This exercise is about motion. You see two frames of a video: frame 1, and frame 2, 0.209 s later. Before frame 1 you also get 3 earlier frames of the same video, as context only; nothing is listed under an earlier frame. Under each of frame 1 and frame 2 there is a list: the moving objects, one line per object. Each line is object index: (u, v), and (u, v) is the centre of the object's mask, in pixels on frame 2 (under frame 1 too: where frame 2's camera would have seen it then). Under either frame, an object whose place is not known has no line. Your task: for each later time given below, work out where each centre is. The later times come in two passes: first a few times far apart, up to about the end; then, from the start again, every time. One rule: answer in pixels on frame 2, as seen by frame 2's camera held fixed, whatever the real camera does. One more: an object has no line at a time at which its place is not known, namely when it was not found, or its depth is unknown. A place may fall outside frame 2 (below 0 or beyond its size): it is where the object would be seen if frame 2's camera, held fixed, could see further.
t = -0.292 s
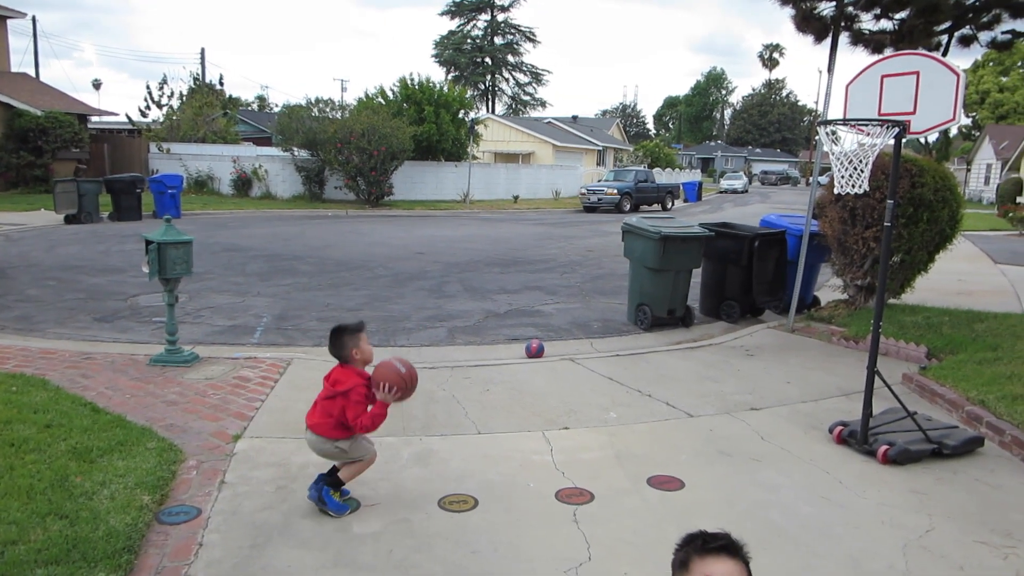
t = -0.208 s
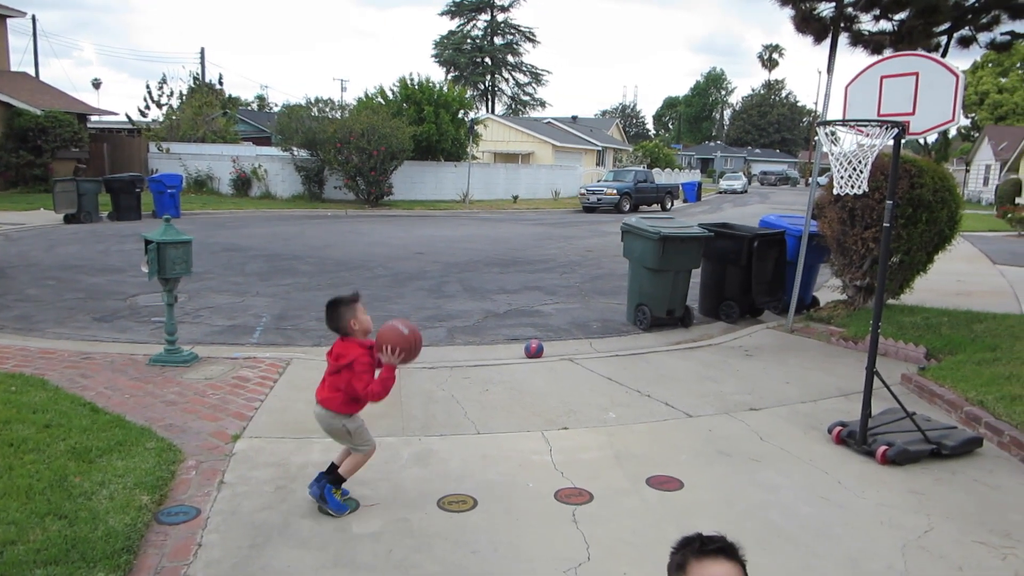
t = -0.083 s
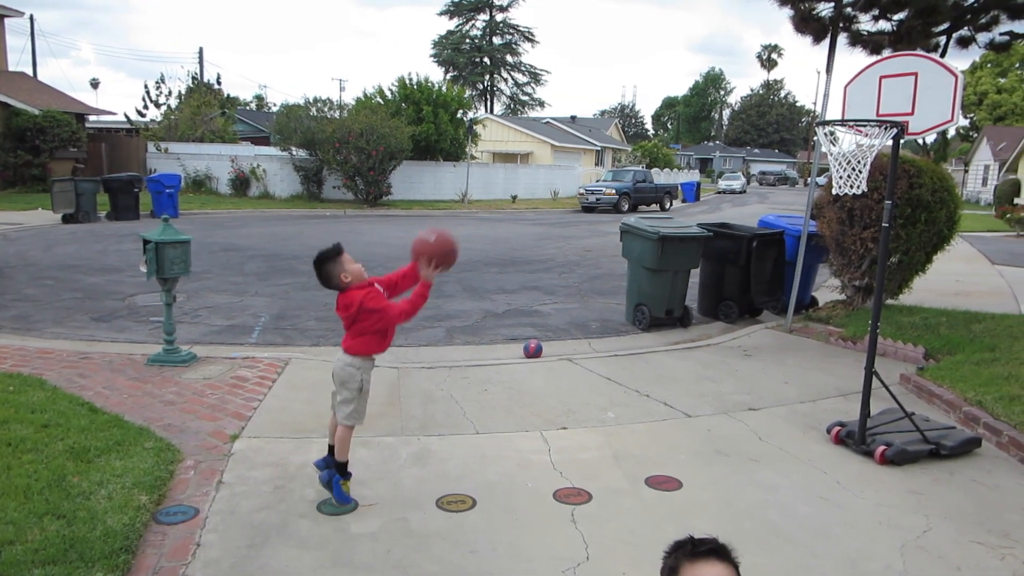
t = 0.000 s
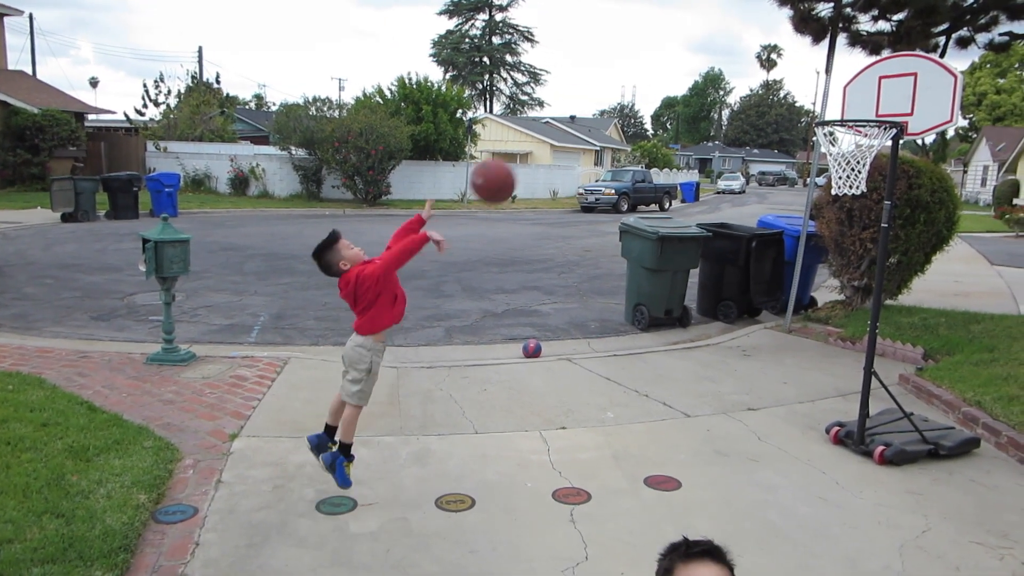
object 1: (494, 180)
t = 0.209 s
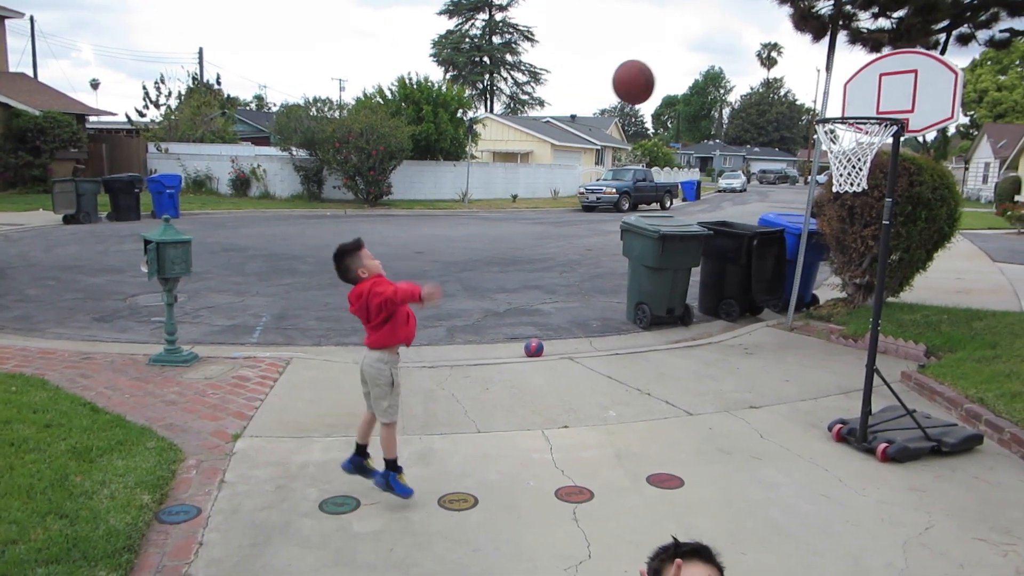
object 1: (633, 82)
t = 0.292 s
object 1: (685, 71)
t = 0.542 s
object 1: (802, 118)
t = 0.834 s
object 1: (671, 255)
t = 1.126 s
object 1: (551, 382)
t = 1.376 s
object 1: (469, 247)
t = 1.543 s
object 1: (409, 217)
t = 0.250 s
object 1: (659, 75)
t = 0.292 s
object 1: (685, 71)
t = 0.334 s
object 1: (708, 71)
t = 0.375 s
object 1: (731, 74)
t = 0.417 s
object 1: (755, 81)
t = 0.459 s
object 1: (777, 92)
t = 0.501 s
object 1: (797, 105)
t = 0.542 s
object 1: (802, 118)
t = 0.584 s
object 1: (785, 127)
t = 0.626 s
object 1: (767, 139)
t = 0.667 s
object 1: (748, 155)
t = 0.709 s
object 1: (728, 175)
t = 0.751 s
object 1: (709, 199)
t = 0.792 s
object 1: (690, 226)
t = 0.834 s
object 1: (671, 255)
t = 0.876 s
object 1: (652, 288)
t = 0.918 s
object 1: (633, 323)
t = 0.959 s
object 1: (614, 363)
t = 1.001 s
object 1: (595, 404)
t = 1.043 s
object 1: (577, 446)
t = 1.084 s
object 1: (564, 413)
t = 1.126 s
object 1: (551, 382)
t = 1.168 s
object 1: (538, 353)
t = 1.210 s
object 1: (525, 326)
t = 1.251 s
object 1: (511, 302)
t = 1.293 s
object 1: (497, 281)
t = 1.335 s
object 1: (484, 263)
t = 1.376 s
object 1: (469, 247)
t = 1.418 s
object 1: (455, 235)
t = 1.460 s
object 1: (440, 225)
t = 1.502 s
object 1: (425, 219)
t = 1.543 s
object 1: (409, 217)
